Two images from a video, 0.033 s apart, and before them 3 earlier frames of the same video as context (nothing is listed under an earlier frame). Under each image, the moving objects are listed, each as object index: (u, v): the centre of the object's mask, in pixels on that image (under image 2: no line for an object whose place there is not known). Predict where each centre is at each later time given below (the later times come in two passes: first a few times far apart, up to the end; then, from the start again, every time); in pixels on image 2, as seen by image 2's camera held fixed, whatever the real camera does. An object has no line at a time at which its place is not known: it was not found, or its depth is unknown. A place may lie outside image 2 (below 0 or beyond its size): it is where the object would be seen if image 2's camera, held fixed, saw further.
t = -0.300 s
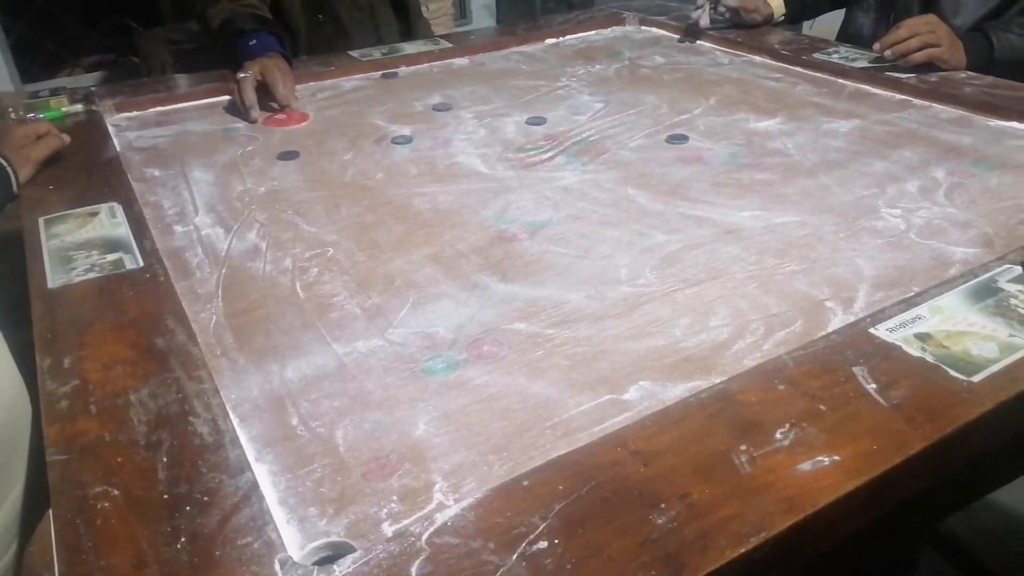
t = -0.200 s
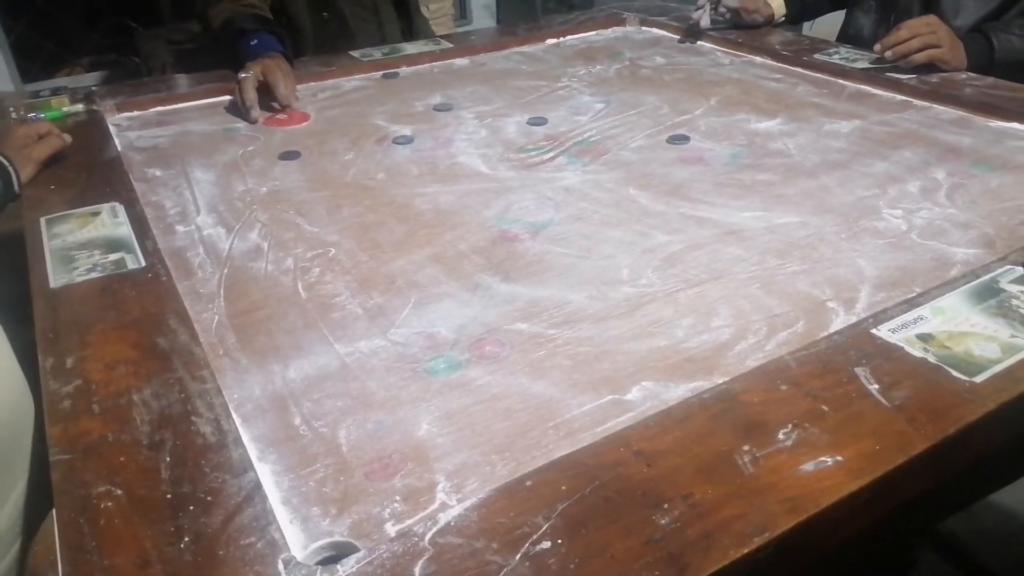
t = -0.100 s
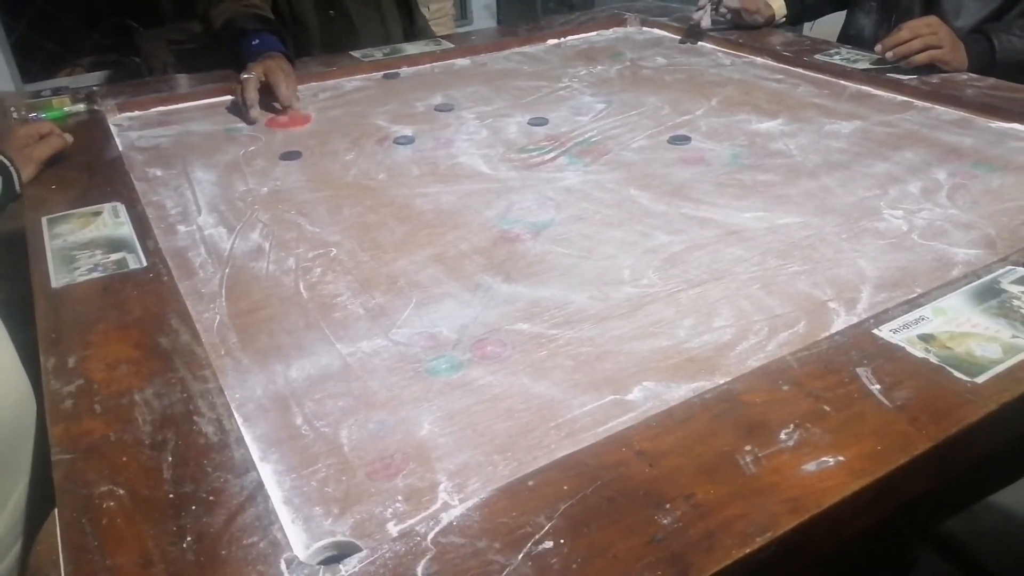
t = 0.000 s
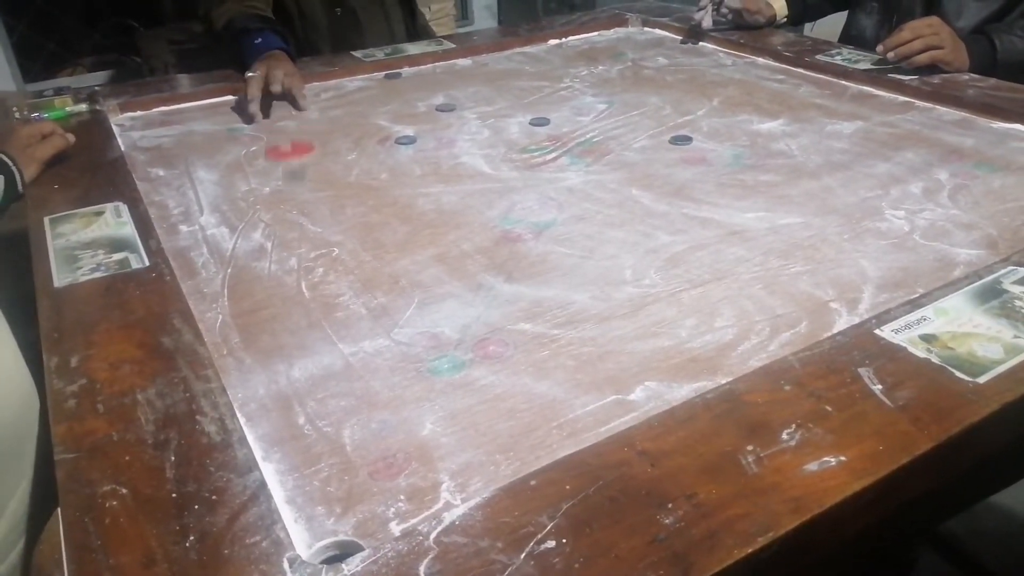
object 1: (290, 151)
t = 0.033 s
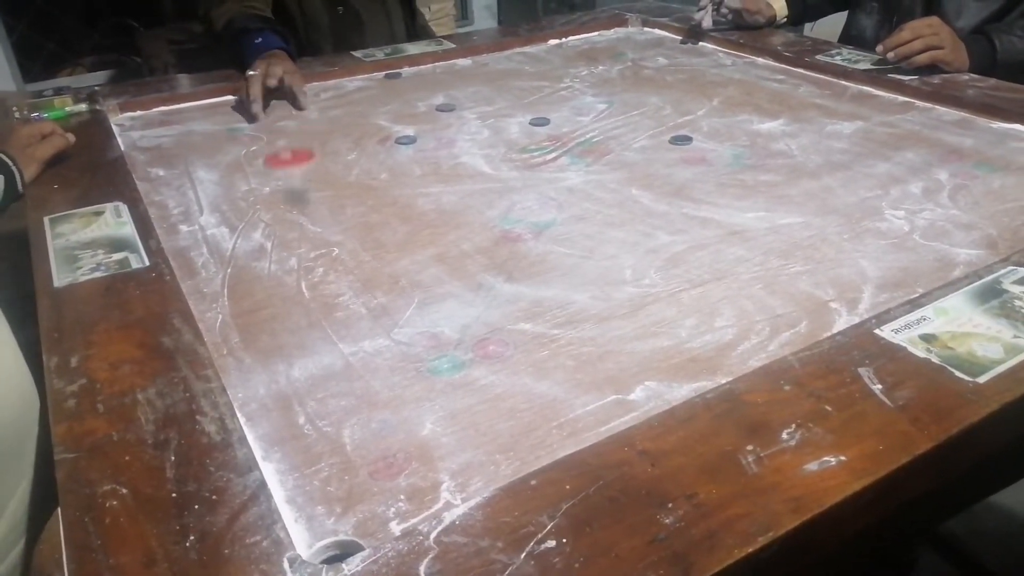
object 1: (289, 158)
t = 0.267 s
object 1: (292, 208)
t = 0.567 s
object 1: (298, 234)
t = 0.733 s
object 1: (298, 234)
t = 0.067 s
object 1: (288, 167)
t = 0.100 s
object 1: (289, 175)
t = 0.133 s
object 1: (290, 182)
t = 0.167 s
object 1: (291, 189)
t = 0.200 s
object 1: (290, 196)
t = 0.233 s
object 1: (290, 202)
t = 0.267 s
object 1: (292, 208)
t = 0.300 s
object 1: (294, 214)
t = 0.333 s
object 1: (295, 219)
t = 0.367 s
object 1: (296, 224)
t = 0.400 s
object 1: (296, 227)
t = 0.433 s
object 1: (297, 230)
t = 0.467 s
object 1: (298, 232)
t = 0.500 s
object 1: (298, 233)
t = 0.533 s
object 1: (298, 234)
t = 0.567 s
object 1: (298, 234)
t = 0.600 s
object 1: (298, 234)
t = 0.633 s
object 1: (298, 234)
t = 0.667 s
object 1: (298, 234)
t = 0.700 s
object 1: (298, 234)
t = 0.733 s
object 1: (298, 234)
